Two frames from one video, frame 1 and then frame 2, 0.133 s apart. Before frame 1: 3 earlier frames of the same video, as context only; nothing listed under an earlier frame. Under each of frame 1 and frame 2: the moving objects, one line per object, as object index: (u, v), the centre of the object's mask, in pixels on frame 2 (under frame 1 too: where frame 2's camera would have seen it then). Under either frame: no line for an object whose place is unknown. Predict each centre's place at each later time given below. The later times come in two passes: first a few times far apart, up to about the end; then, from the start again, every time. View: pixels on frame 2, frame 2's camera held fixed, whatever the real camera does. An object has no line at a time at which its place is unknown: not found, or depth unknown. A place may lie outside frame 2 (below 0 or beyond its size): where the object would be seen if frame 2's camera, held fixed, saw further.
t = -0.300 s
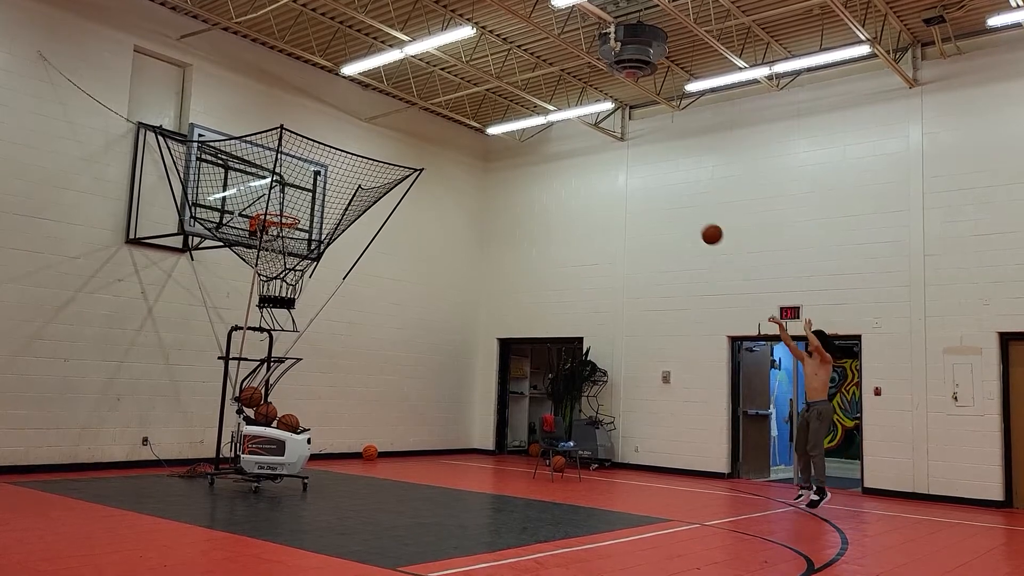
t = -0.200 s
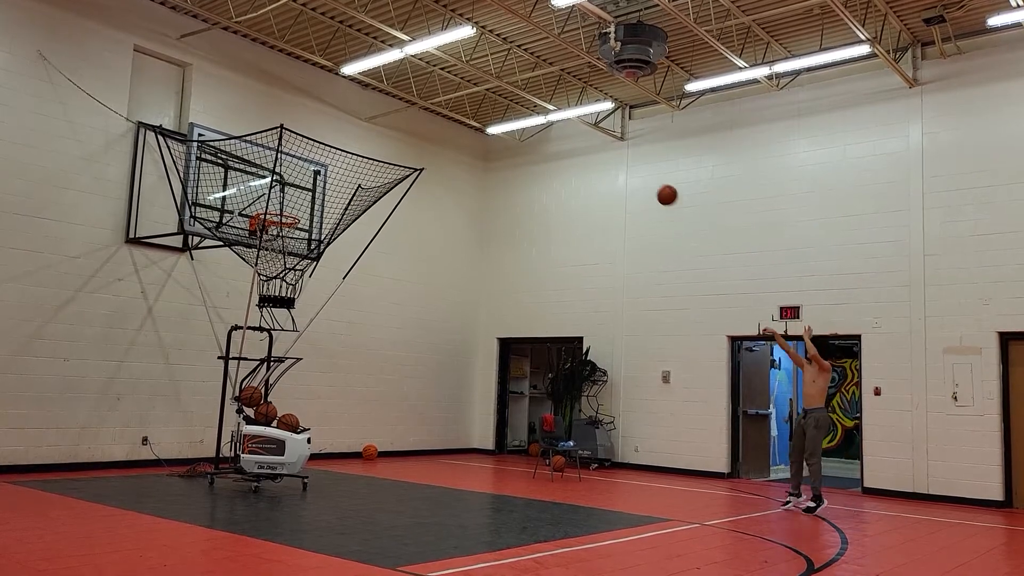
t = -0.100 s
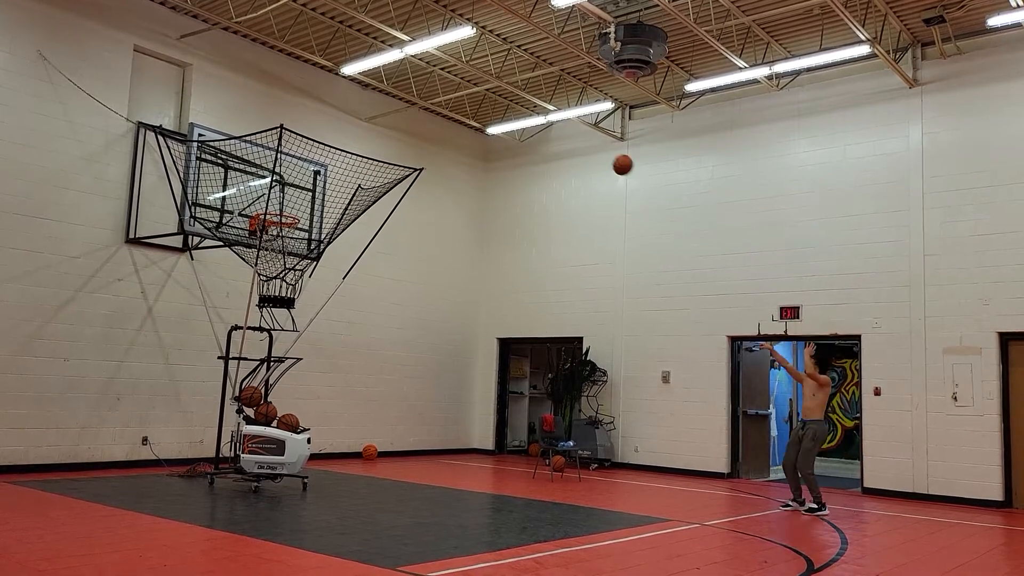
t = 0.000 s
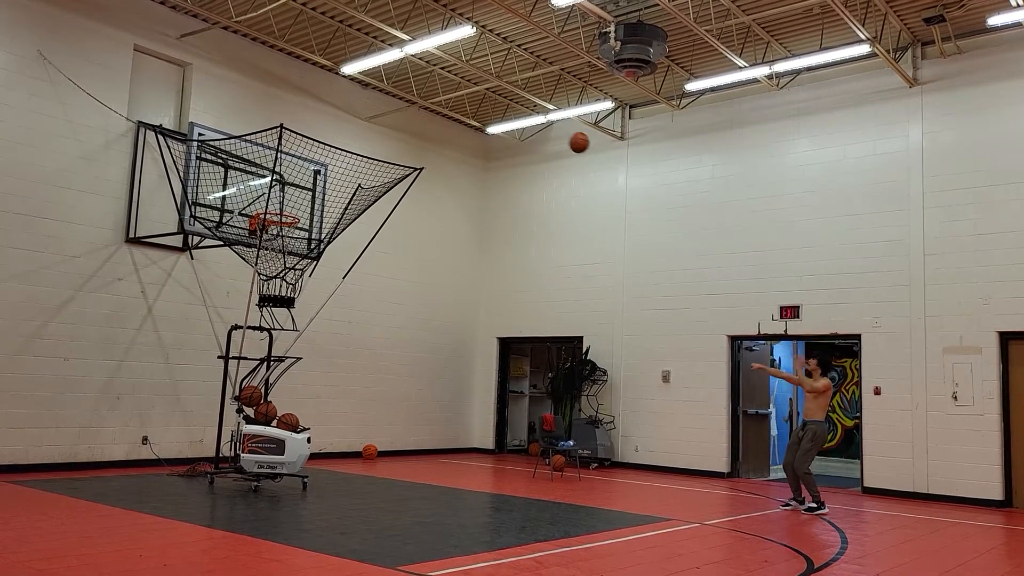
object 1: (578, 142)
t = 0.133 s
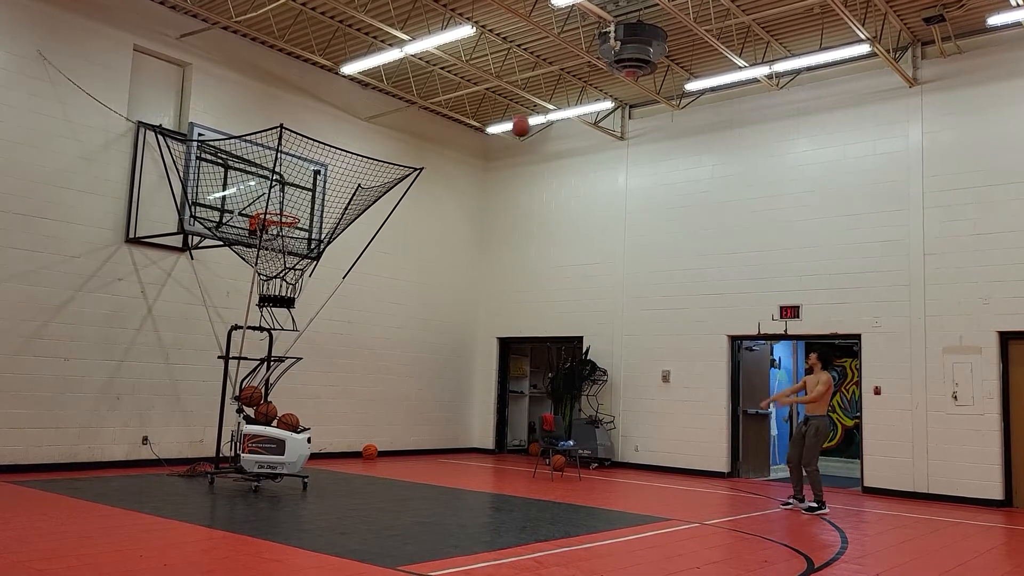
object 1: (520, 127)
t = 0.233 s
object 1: (477, 124)
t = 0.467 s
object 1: (375, 150)
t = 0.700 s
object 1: (271, 222)
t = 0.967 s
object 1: (265, 267)
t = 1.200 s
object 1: (307, 270)
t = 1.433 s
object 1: (304, 255)
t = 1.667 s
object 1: (294, 277)
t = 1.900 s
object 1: (276, 286)
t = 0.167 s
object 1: (506, 125)
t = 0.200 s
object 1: (491, 124)
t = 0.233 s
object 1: (477, 124)
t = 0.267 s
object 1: (463, 125)
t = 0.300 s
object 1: (448, 127)
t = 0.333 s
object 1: (433, 130)
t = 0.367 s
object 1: (419, 133)
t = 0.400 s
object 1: (405, 138)
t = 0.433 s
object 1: (390, 144)
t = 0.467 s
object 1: (375, 150)
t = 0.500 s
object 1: (361, 158)
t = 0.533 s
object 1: (345, 166)
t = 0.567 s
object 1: (331, 175)
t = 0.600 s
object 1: (316, 185)
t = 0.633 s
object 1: (301, 196)
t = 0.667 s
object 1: (285, 207)
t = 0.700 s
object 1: (271, 222)
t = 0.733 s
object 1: (257, 229)
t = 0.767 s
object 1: (249, 241)
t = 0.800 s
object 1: (247, 245)
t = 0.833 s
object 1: (245, 251)
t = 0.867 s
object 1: (246, 258)
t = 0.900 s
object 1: (250, 263)
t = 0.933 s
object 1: (257, 266)
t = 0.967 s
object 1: (265, 267)
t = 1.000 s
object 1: (273, 267)
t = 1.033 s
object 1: (281, 269)
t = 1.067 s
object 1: (290, 272)
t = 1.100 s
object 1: (297, 275)
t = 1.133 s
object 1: (303, 275)
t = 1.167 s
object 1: (305, 273)
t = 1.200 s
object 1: (307, 270)
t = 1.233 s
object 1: (307, 266)
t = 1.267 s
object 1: (307, 262)
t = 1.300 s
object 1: (307, 259)
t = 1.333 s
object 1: (306, 256)
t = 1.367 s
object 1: (305, 255)
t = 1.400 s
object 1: (305, 255)
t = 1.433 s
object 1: (304, 255)
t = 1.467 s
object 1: (302, 256)
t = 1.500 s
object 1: (301, 259)
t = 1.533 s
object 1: (300, 261)
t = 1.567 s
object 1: (299, 265)
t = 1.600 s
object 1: (297, 270)
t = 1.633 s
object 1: (296, 275)
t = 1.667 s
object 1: (294, 277)
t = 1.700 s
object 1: (293, 277)
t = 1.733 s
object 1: (291, 277)
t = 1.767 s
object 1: (288, 277)
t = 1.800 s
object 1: (285, 278)
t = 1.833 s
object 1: (282, 279)
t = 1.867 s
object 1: (279, 283)
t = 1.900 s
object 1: (276, 286)
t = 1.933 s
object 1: (271, 288)
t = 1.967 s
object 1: (268, 290)
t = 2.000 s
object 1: (267, 292)
